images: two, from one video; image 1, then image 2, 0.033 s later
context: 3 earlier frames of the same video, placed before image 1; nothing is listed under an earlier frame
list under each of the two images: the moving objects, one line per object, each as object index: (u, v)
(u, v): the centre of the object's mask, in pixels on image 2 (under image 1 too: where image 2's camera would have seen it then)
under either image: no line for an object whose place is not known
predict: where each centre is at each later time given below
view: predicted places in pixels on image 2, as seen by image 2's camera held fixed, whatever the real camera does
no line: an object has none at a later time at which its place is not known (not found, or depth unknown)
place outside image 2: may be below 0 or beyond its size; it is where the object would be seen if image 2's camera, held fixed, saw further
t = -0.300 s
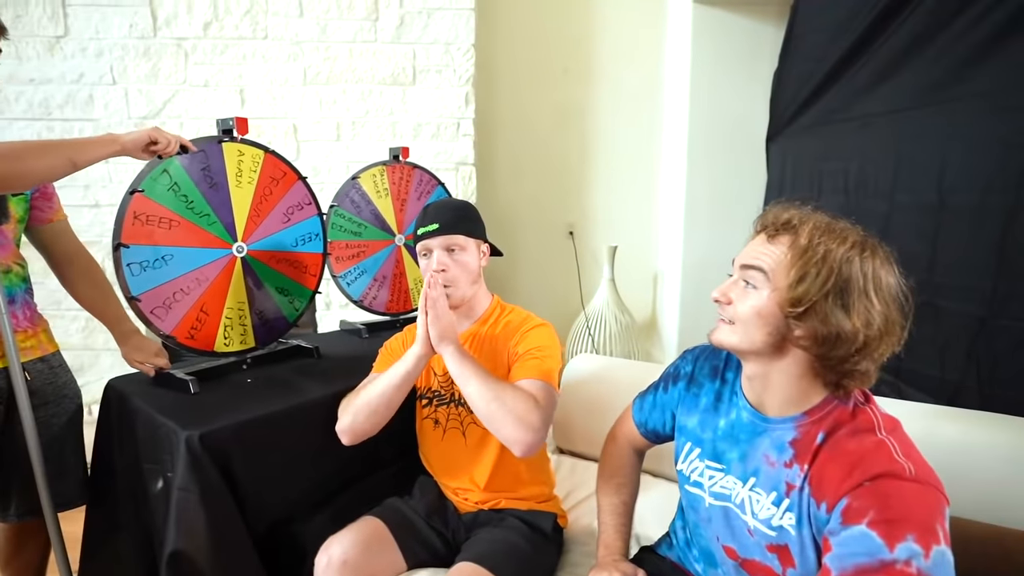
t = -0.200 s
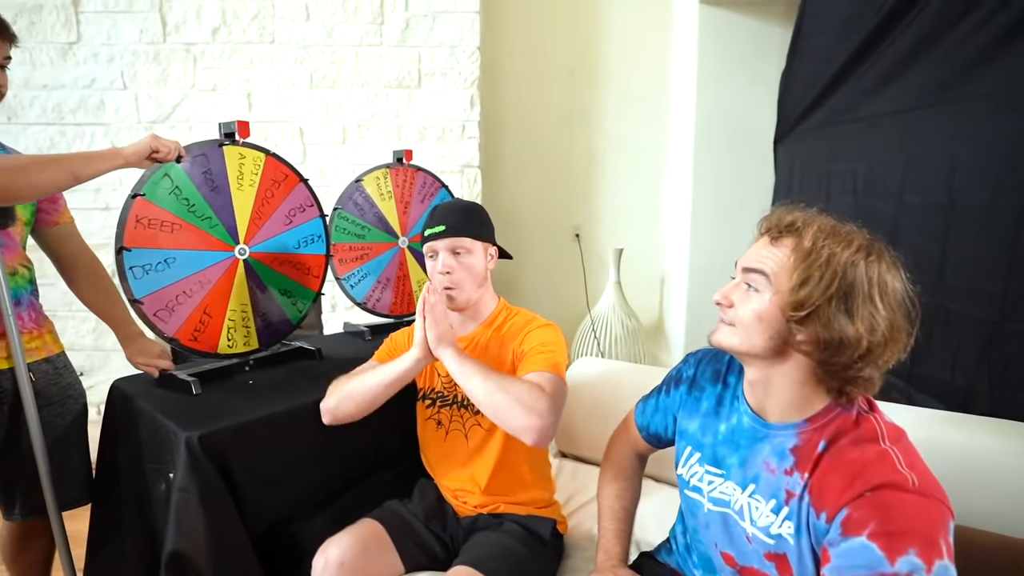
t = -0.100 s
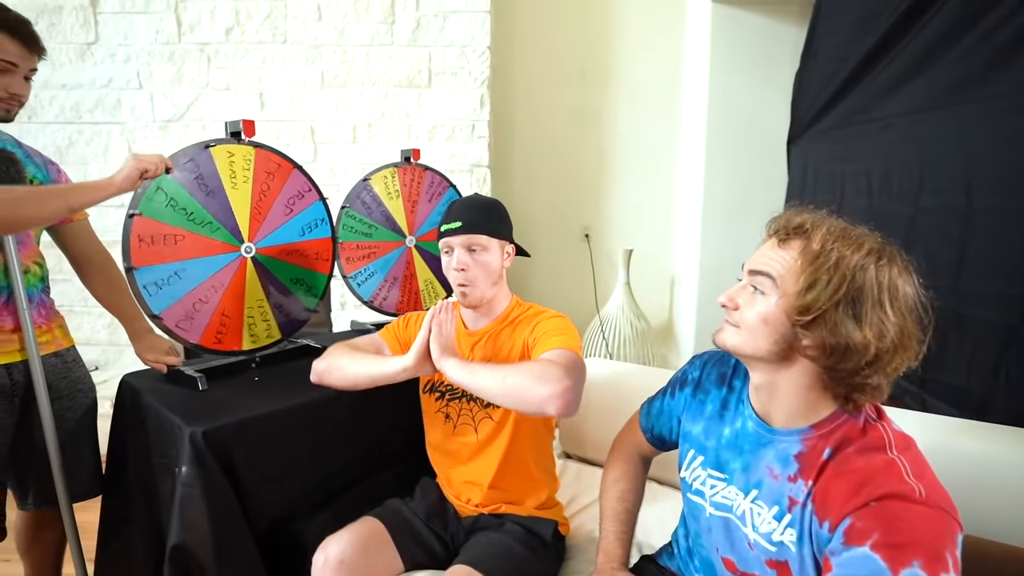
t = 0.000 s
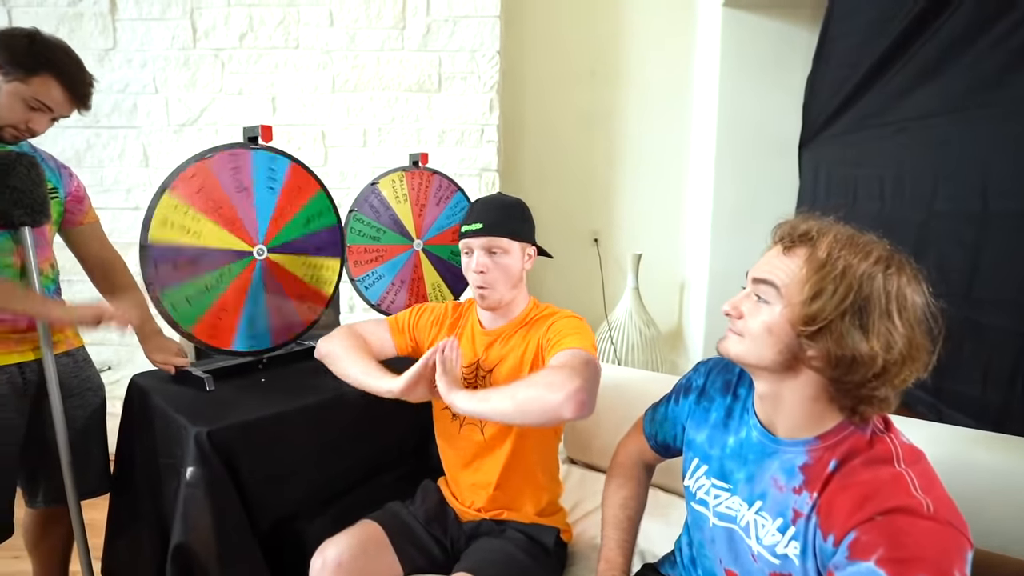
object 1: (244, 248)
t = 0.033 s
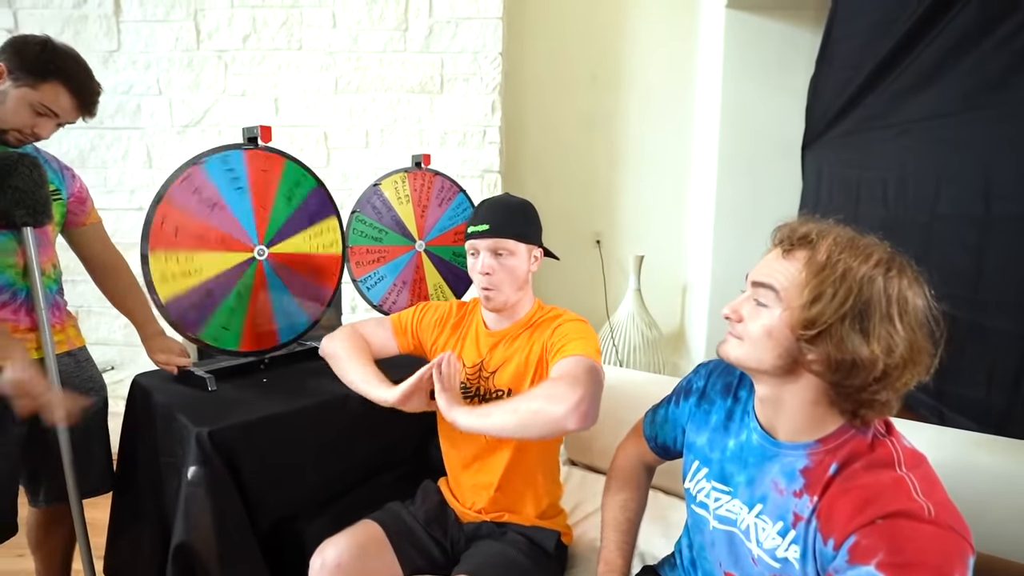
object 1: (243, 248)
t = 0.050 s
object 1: (242, 248)
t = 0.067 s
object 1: (241, 248)
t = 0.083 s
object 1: (241, 248)
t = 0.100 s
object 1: (241, 248)
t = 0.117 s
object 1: (242, 247)
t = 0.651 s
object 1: (250, 247)
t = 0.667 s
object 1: (250, 247)
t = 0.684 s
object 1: (250, 247)
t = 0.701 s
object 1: (250, 247)
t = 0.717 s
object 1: (251, 247)
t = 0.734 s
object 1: (251, 247)
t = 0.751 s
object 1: (251, 247)
